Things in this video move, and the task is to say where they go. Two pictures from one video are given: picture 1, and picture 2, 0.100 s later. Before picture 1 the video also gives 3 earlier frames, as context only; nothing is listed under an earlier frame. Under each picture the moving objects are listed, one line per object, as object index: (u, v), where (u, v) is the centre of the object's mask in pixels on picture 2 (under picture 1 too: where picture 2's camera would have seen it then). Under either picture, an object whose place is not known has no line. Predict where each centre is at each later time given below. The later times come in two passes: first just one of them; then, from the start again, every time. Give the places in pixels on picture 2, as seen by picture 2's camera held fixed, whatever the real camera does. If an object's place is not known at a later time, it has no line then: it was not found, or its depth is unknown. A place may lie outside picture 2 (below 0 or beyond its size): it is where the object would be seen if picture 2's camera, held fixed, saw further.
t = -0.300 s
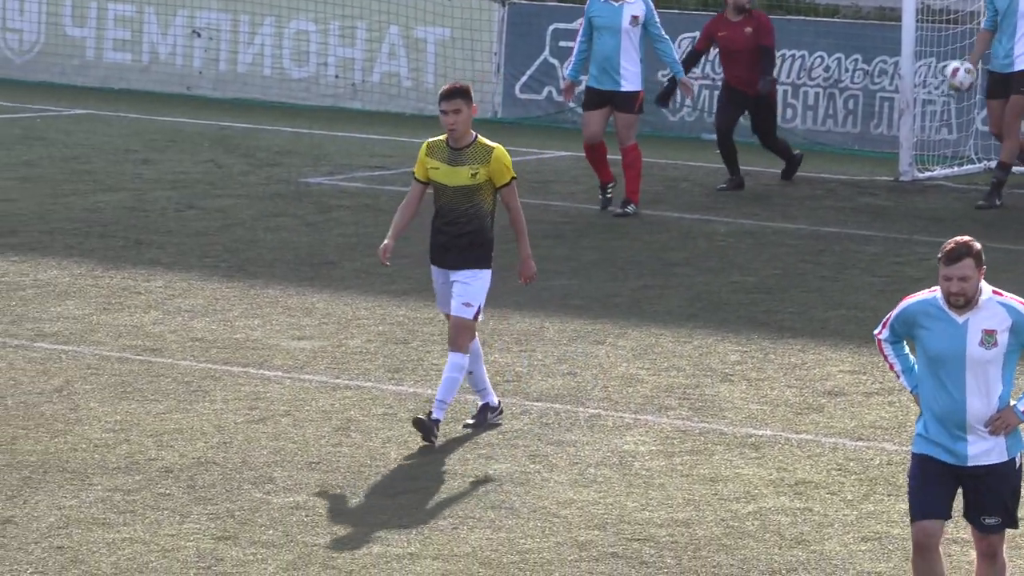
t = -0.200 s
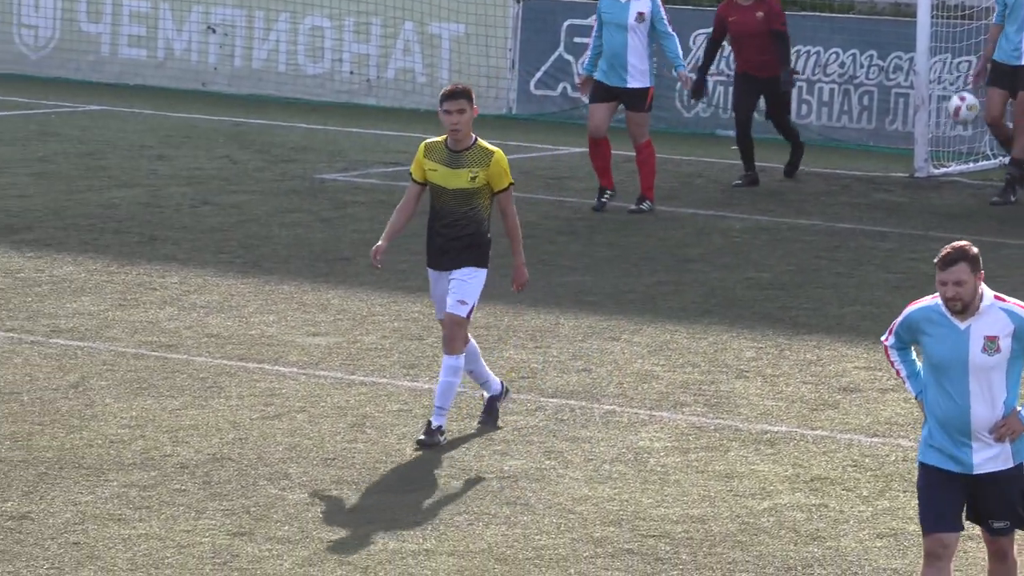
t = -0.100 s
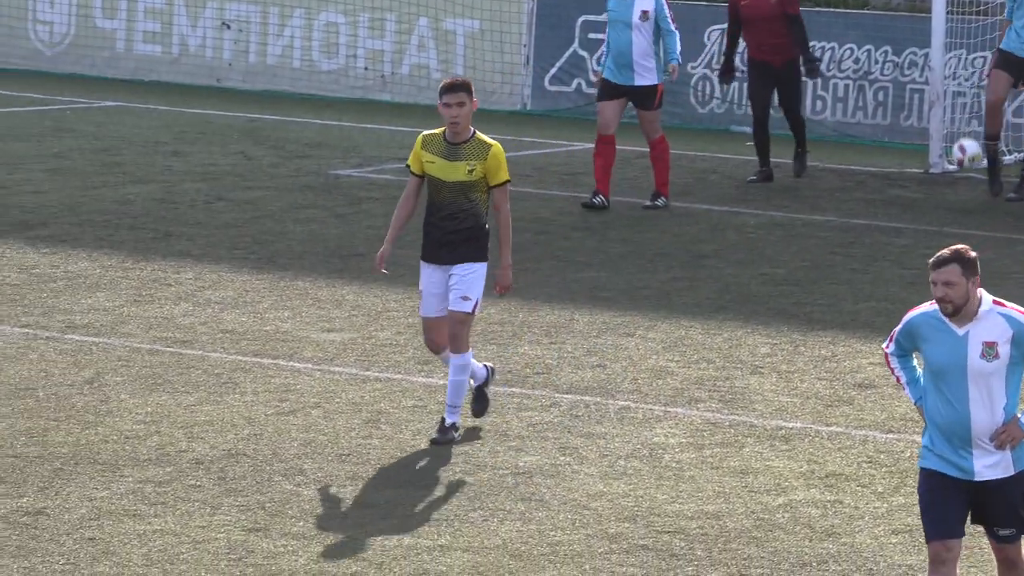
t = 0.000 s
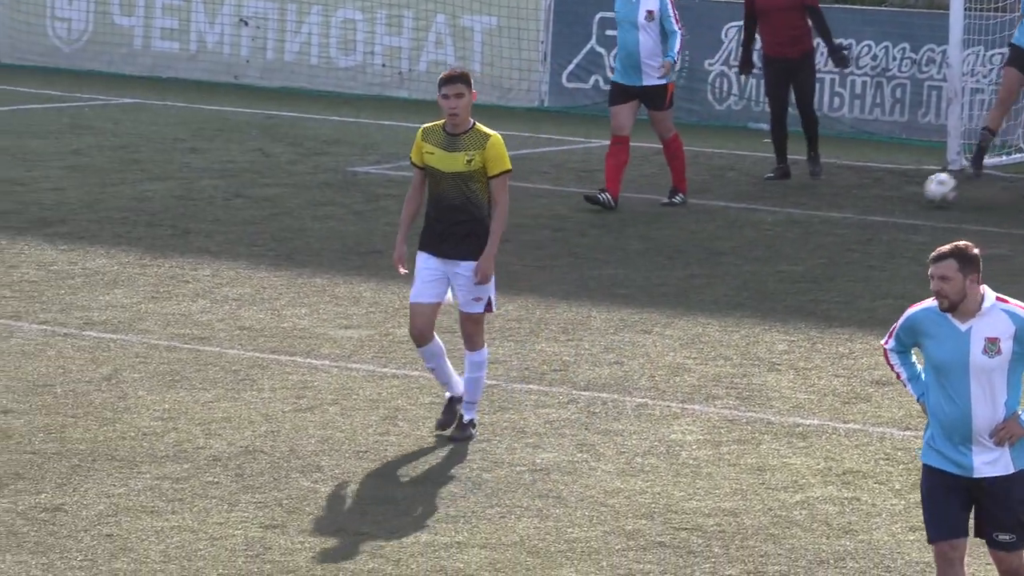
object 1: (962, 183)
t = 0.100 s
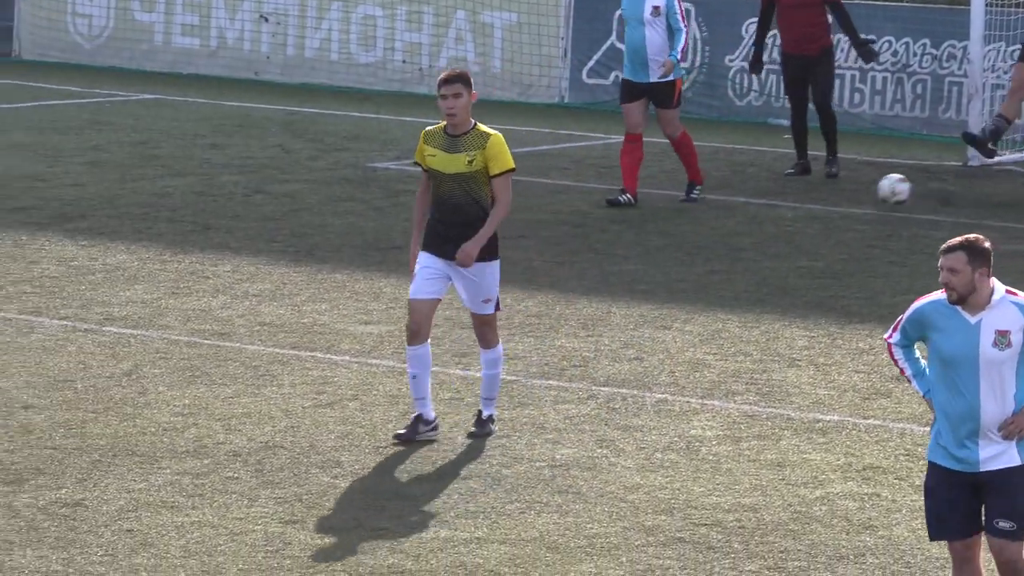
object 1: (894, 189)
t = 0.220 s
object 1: (817, 204)
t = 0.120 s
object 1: (881, 190)
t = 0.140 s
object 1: (868, 192)
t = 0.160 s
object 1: (855, 194)
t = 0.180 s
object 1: (843, 197)
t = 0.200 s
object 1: (829, 199)
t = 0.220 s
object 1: (817, 204)
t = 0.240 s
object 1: (805, 208)
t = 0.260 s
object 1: (794, 208)
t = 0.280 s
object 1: (782, 207)
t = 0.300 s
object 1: (772, 208)
